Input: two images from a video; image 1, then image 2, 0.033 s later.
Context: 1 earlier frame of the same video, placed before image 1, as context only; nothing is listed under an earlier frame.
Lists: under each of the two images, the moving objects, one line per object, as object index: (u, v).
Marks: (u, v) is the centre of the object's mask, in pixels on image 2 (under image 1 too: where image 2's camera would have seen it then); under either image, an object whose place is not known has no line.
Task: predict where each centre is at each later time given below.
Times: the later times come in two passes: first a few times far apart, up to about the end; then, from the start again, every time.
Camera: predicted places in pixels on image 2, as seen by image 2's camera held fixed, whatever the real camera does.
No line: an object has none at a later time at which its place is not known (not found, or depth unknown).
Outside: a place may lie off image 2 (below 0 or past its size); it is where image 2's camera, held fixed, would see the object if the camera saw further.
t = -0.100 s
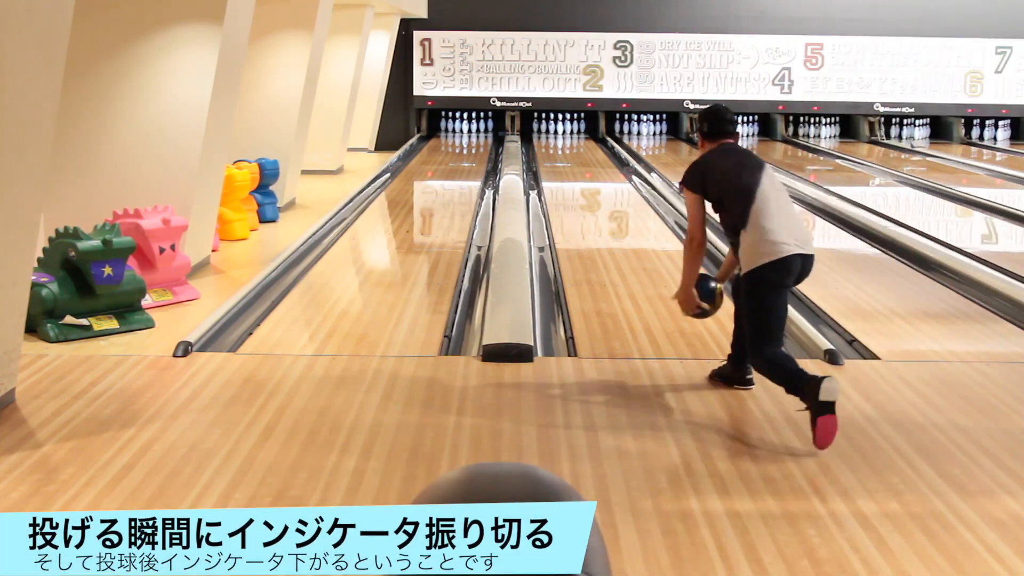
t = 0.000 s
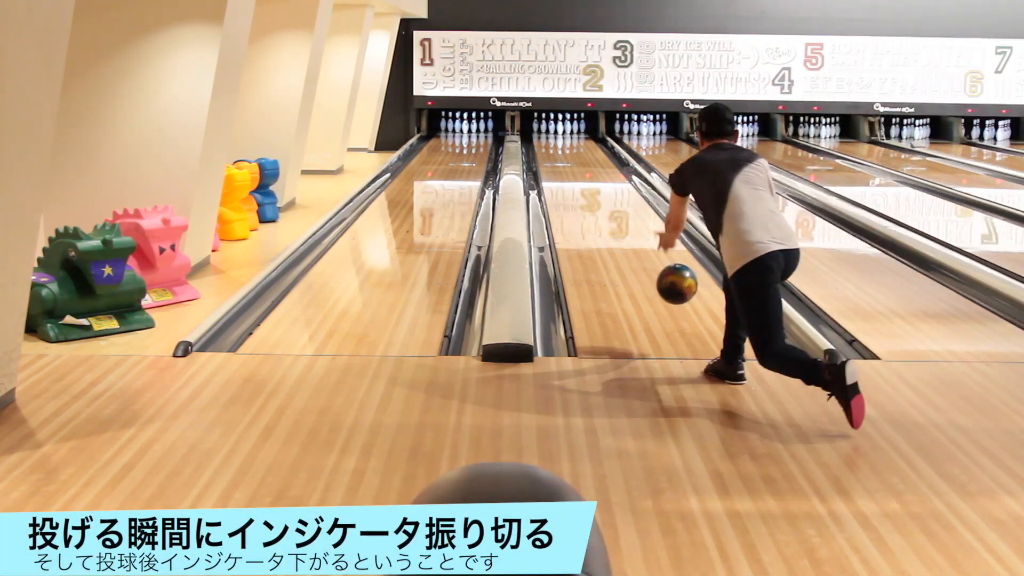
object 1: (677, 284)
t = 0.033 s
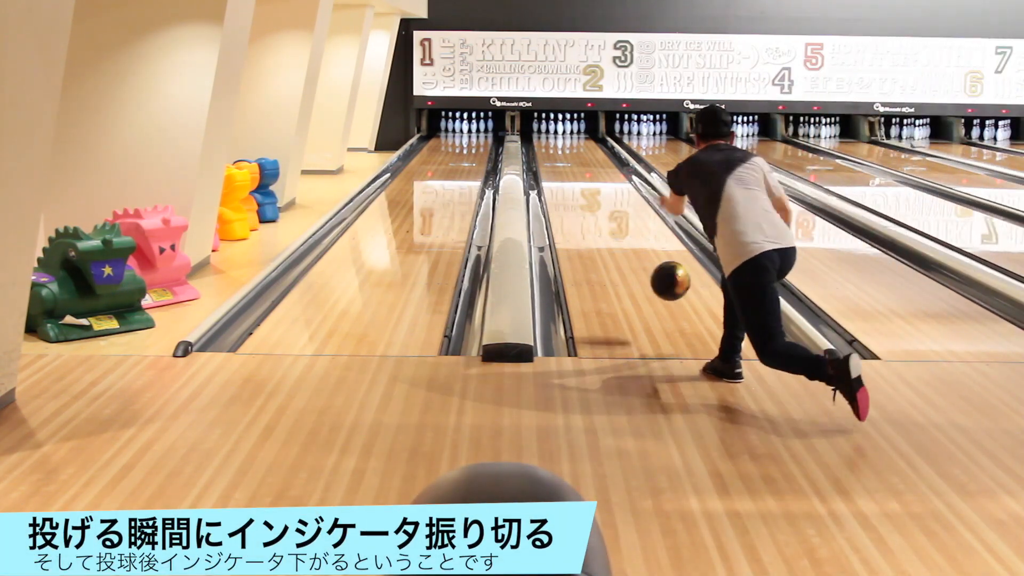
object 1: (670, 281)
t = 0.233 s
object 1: (638, 278)
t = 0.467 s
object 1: (613, 245)
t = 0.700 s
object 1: (595, 218)
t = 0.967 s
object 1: (580, 196)
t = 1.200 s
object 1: (571, 181)
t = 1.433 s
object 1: (564, 168)
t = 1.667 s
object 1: (558, 158)
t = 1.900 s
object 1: (554, 150)
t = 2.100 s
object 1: (552, 144)
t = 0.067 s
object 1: (664, 280)
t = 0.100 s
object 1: (658, 281)
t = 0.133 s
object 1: (652, 284)
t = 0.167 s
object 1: (647, 289)
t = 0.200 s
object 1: (642, 286)
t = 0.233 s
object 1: (638, 278)
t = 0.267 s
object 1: (633, 273)
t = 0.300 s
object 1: (630, 269)
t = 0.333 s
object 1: (626, 263)
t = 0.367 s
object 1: (622, 259)
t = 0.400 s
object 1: (619, 254)
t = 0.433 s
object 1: (616, 249)
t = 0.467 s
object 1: (613, 245)
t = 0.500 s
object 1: (610, 240)
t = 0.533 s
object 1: (607, 236)
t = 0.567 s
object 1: (604, 232)
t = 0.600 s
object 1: (602, 229)
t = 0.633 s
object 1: (599, 225)
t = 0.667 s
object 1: (597, 222)
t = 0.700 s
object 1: (595, 218)
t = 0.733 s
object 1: (593, 215)
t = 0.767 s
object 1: (591, 212)
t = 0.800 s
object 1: (589, 209)
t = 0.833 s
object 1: (587, 206)
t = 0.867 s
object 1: (585, 204)
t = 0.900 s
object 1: (584, 201)
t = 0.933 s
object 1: (582, 198)
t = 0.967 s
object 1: (580, 196)
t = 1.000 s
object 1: (579, 193)
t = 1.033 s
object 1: (577, 191)
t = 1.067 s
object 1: (576, 189)
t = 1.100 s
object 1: (575, 187)
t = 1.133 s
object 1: (573, 185)
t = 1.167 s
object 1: (572, 182)
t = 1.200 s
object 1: (571, 181)
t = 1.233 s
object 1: (570, 179)
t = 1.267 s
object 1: (569, 177)
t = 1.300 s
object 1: (567, 175)
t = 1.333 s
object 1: (566, 173)
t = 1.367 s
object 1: (565, 171)
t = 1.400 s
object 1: (564, 170)
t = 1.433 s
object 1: (564, 168)
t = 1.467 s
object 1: (563, 167)
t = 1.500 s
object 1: (562, 165)
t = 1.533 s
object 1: (561, 164)
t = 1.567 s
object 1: (561, 162)
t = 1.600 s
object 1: (559, 161)
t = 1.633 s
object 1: (559, 160)
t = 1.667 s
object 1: (558, 158)
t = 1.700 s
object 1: (557, 157)
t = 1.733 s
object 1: (557, 156)
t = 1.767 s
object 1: (556, 155)
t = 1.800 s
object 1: (555, 154)
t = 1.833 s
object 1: (555, 152)
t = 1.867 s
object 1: (554, 151)
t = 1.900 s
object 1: (554, 150)
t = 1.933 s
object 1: (554, 149)
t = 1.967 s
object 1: (553, 148)
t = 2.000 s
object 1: (552, 147)
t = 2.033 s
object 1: (552, 146)
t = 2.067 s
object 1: (552, 145)
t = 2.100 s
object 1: (552, 144)
